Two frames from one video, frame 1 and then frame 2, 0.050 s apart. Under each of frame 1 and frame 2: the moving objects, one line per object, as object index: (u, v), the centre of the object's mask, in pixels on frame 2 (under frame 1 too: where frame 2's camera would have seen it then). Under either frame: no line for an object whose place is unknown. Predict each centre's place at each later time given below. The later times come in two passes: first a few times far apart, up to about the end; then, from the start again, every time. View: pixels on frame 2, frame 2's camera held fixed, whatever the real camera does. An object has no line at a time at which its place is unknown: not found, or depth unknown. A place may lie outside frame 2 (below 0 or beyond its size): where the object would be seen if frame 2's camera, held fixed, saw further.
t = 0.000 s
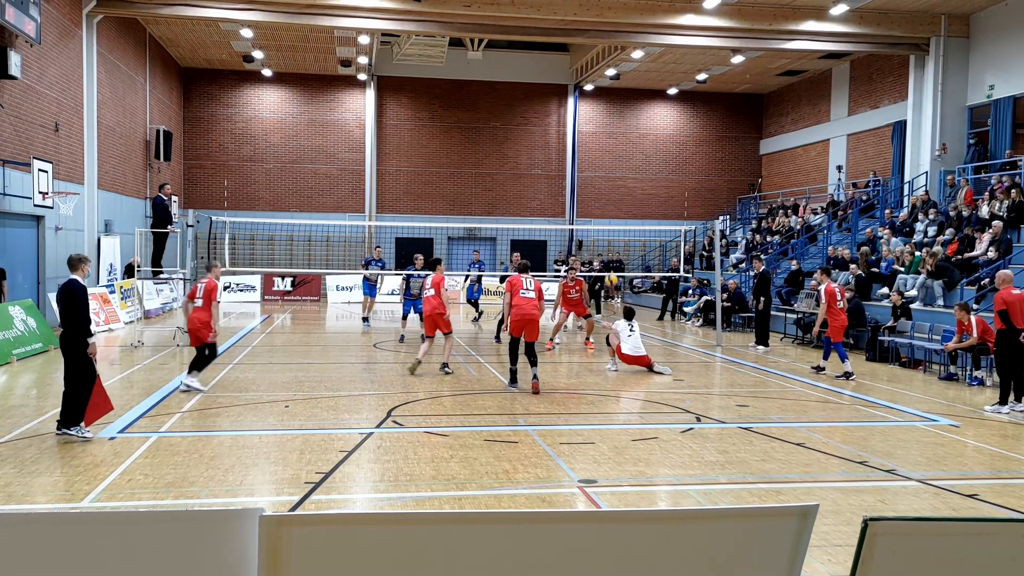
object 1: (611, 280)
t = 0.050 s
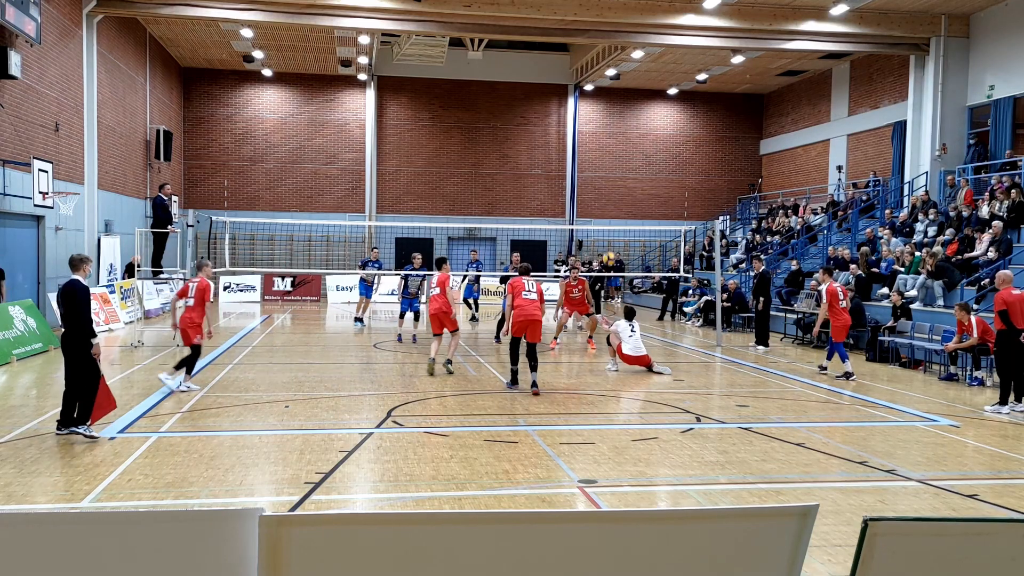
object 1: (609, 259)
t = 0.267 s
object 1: (600, 185)
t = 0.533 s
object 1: (591, 135)
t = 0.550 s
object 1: (590, 133)
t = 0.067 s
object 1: (608, 251)
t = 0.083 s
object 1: (608, 245)
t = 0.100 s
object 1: (607, 239)
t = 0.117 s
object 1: (606, 233)
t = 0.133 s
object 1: (606, 226)
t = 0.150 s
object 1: (605, 220)
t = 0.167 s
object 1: (604, 215)
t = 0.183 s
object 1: (604, 210)
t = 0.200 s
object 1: (603, 205)
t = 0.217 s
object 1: (602, 199)
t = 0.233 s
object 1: (601, 194)
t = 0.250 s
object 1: (601, 190)
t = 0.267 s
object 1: (600, 185)
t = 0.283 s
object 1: (600, 181)
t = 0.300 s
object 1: (599, 176)
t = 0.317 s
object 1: (599, 172)
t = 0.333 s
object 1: (598, 168)
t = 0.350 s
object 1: (597, 165)
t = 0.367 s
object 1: (597, 161)
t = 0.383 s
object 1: (596, 157)
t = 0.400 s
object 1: (595, 155)
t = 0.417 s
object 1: (595, 152)
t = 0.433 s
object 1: (594, 149)
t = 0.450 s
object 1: (594, 146)
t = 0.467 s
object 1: (593, 143)
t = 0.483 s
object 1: (593, 141)
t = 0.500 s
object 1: (592, 139)
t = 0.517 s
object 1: (592, 137)
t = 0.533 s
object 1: (591, 135)
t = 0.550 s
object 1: (590, 133)
